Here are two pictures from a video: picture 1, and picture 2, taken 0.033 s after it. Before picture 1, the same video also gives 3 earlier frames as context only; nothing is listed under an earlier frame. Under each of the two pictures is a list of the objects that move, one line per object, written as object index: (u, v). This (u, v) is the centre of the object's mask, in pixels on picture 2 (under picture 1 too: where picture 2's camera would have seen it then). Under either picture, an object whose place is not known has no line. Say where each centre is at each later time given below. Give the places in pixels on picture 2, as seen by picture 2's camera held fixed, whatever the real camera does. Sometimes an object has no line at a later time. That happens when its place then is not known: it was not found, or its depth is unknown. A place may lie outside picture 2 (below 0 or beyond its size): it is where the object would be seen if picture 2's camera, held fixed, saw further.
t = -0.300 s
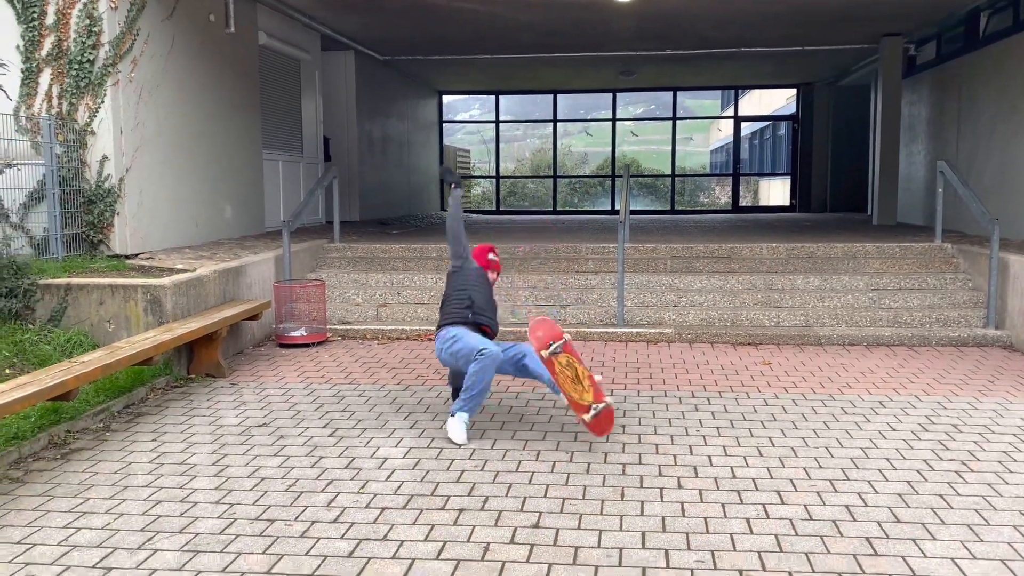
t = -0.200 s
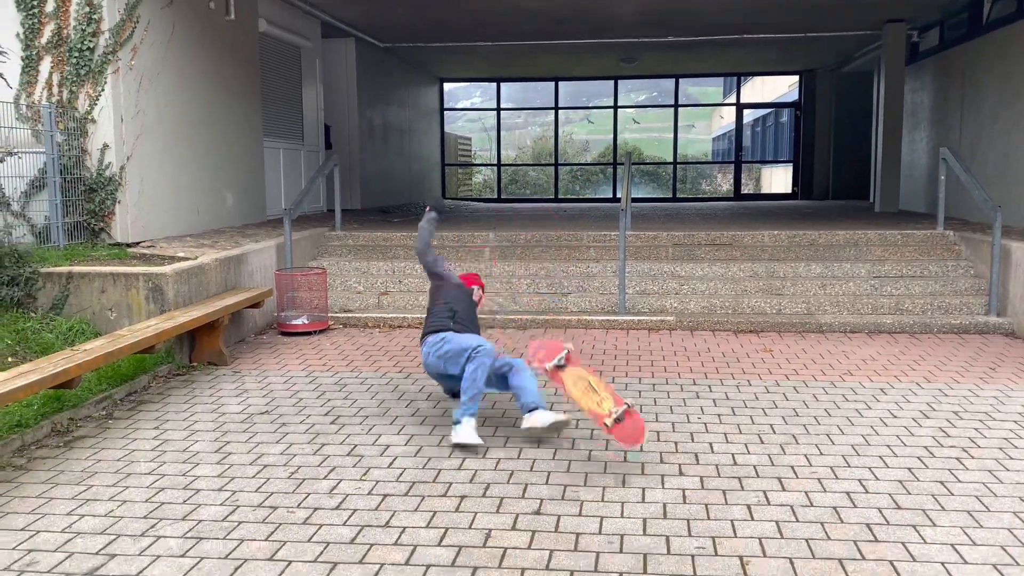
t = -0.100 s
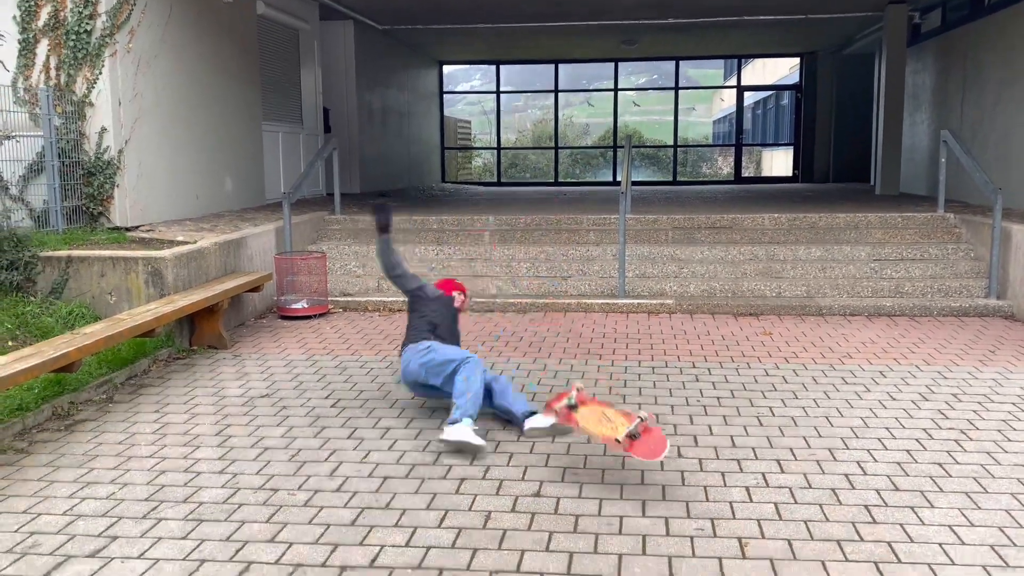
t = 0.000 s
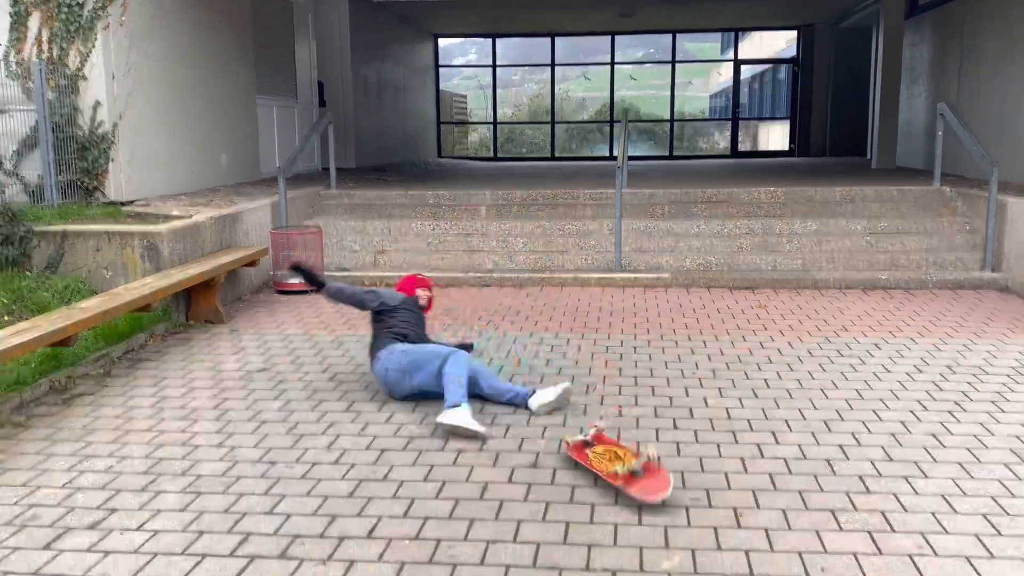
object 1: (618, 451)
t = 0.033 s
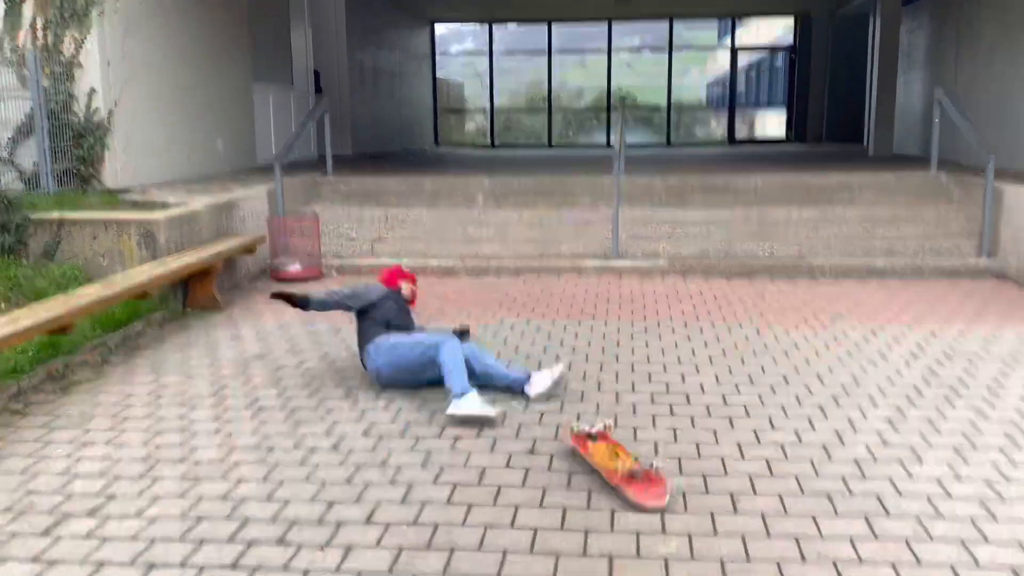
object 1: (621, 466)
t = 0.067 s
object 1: (625, 465)
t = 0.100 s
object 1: (628, 466)
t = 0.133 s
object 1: (636, 469)
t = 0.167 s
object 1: (639, 477)
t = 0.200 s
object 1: (645, 487)
